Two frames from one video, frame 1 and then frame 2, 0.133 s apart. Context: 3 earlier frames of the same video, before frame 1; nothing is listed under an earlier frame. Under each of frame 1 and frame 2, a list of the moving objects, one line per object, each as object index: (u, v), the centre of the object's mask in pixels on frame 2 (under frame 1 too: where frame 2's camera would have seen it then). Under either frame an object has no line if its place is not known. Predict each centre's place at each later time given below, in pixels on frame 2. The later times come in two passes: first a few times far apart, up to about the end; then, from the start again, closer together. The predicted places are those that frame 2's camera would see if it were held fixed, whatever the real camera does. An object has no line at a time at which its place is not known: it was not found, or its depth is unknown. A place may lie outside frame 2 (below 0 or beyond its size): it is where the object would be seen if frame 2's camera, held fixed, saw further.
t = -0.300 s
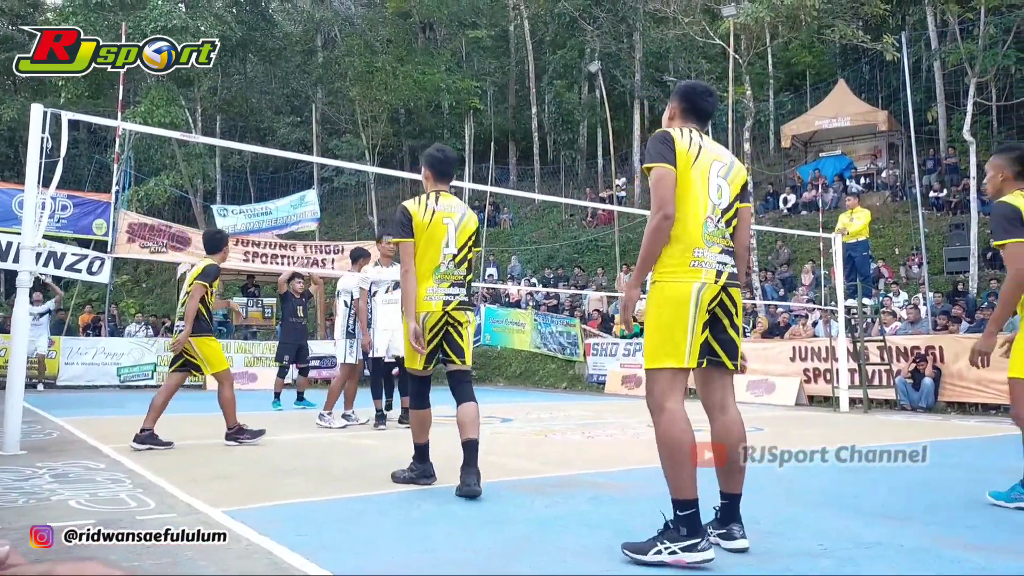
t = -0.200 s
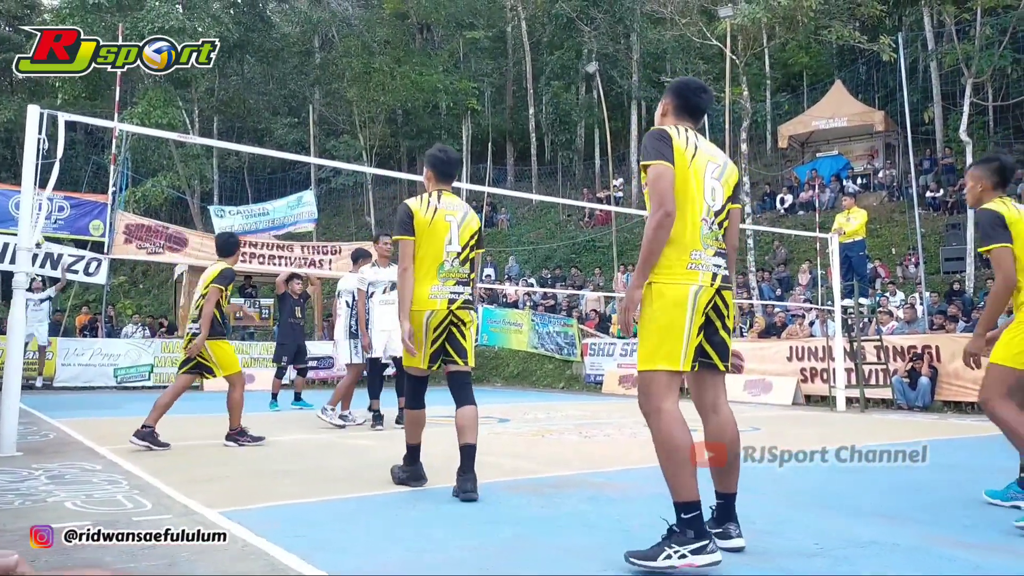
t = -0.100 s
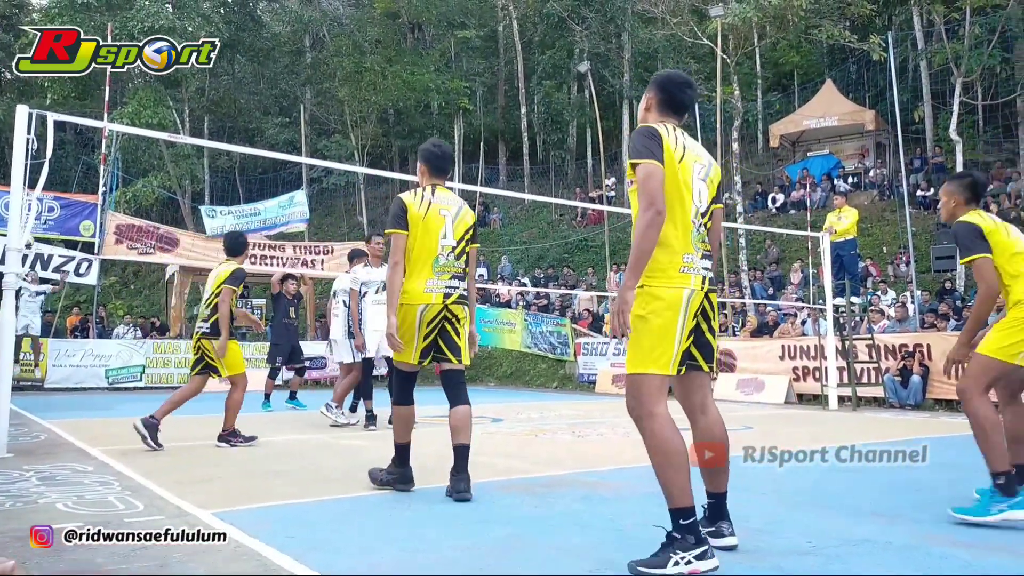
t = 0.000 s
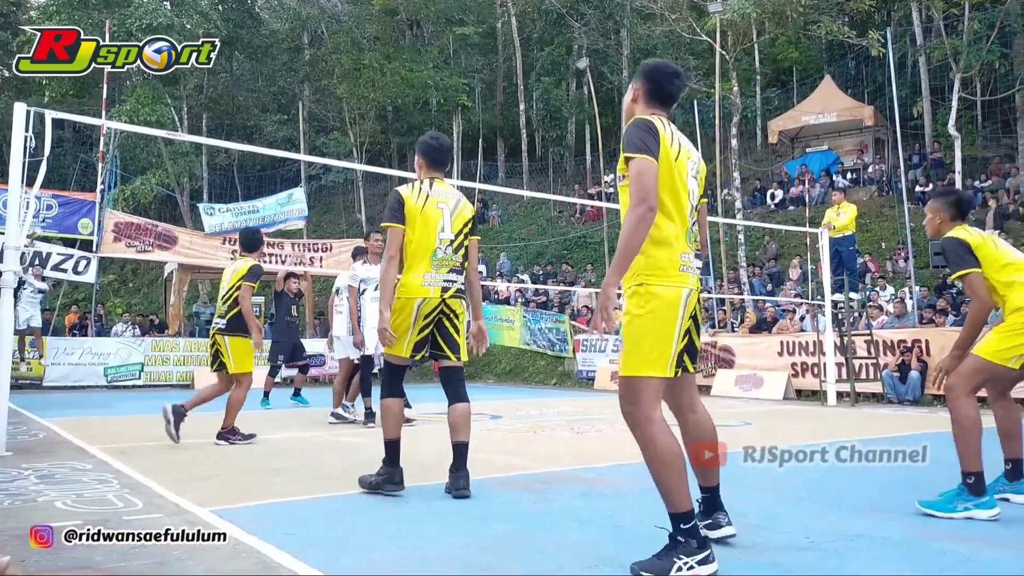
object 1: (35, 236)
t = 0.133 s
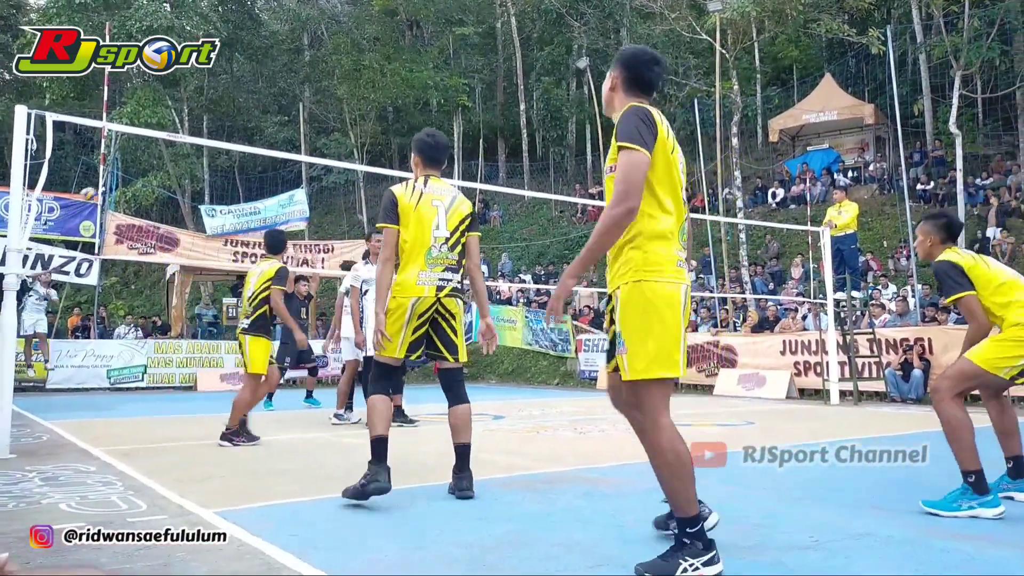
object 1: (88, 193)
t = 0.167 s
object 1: (100, 183)
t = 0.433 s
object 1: (225, 114)
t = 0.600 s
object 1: (326, 78)
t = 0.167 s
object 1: (100, 183)
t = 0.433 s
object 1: (225, 114)
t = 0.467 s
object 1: (243, 106)
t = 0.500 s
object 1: (263, 98)
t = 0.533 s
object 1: (283, 91)
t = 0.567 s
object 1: (304, 84)
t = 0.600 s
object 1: (326, 78)
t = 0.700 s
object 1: (403, 60)
